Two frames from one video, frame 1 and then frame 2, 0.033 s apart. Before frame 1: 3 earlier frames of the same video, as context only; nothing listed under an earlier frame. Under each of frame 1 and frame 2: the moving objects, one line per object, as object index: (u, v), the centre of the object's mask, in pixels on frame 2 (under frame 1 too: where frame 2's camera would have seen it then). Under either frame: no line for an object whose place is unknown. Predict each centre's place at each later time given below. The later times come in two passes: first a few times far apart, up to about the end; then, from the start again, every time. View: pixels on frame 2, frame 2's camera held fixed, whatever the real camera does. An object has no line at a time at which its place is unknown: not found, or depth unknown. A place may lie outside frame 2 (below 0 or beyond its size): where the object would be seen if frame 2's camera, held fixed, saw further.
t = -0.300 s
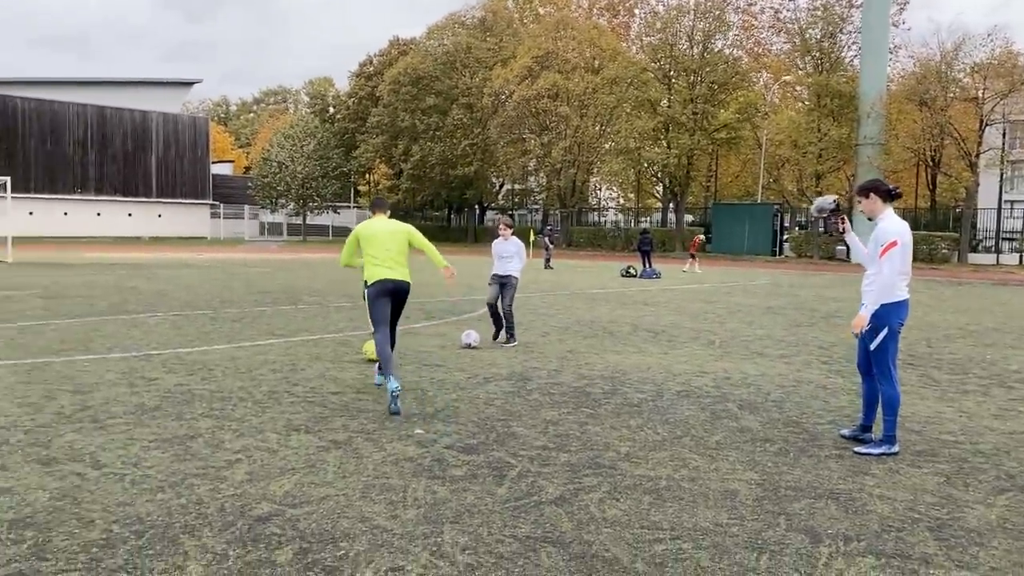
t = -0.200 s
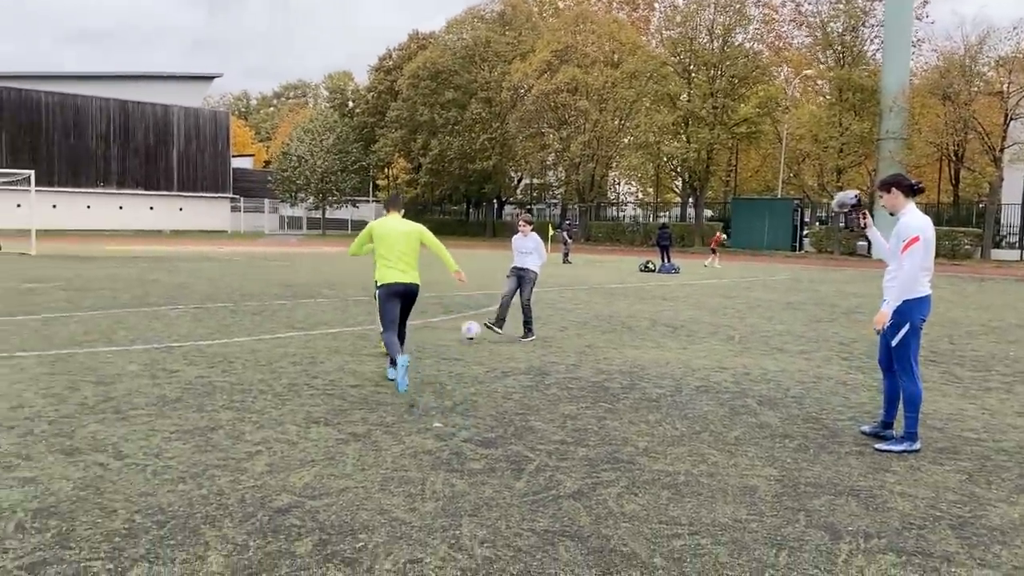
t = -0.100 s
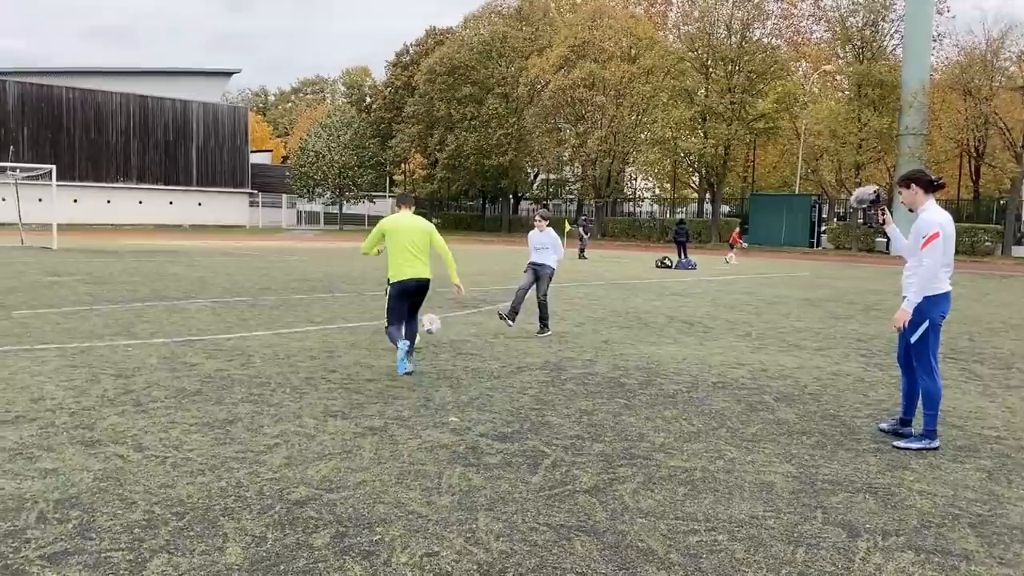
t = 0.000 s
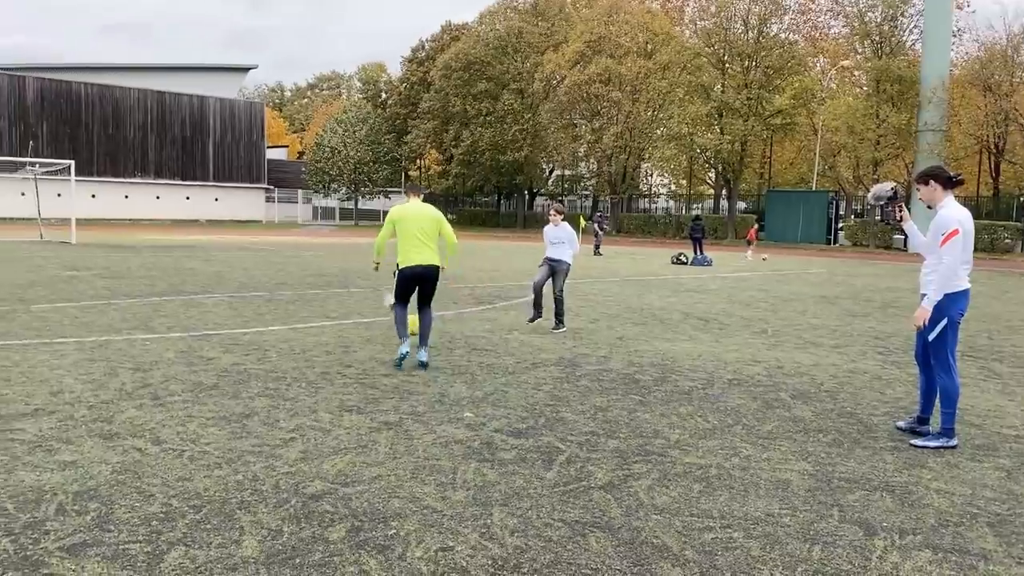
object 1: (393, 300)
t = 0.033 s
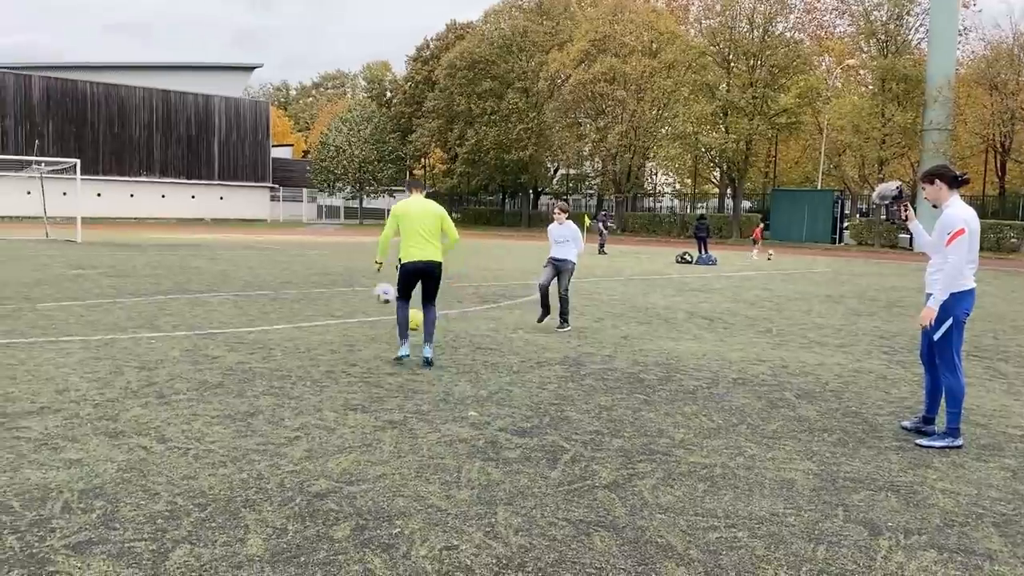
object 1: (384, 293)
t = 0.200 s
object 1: (305, 272)
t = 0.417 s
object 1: (191, 286)
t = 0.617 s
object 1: (75, 342)
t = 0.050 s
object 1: (377, 290)
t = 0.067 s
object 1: (369, 287)
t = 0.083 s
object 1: (361, 284)
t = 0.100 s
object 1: (353, 282)
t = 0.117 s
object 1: (345, 279)
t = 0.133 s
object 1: (337, 277)
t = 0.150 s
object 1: (330, 275)
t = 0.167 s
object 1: (320, 274)
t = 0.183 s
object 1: (313, 273)
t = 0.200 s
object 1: (305, 272)
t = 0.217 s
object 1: (296, 271)
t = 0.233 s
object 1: (288, 271)
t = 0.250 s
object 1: (279, 271)
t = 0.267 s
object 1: (270, 271)
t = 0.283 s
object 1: (262, 271)
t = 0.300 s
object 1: (253, 272)
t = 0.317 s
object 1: (245, 273)
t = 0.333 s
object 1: (236, 274)
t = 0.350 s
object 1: (227, 276)
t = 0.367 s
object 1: (218, 278)
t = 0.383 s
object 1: (210, 280)
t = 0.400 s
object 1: (200, 283)
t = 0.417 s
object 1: (191, 286)
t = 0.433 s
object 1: (181, 288)
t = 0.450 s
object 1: (173, 291)
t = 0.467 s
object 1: (162, 295)
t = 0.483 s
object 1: (154, 300)
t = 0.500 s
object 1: (144, 303)
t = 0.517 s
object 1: (134, 308)
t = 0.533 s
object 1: (124, 313)
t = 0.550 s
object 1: (114, 318)
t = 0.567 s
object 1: (104, 324)
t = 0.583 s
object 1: (96, 330)
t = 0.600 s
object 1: (85, 336)
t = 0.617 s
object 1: (75, 342)
